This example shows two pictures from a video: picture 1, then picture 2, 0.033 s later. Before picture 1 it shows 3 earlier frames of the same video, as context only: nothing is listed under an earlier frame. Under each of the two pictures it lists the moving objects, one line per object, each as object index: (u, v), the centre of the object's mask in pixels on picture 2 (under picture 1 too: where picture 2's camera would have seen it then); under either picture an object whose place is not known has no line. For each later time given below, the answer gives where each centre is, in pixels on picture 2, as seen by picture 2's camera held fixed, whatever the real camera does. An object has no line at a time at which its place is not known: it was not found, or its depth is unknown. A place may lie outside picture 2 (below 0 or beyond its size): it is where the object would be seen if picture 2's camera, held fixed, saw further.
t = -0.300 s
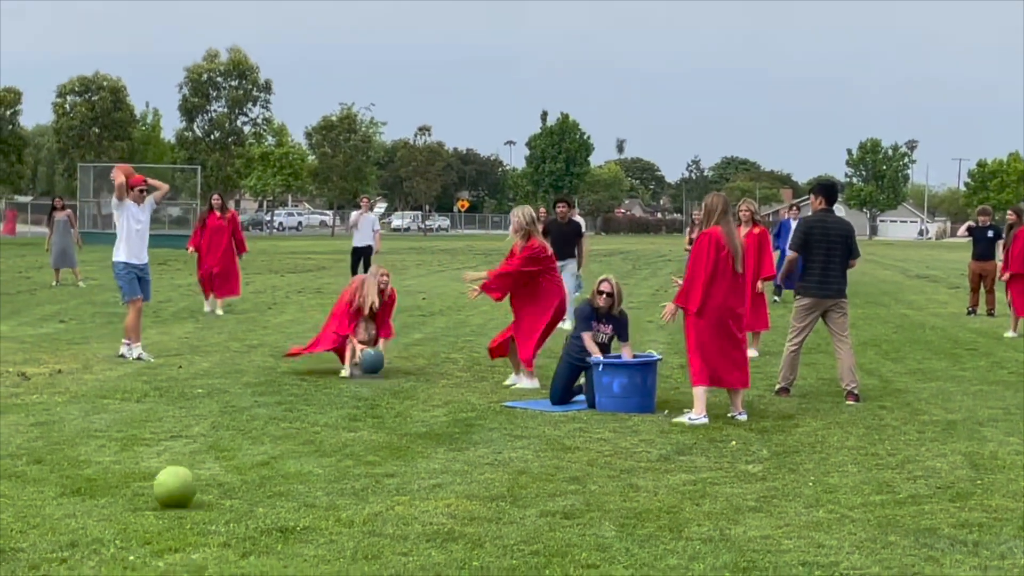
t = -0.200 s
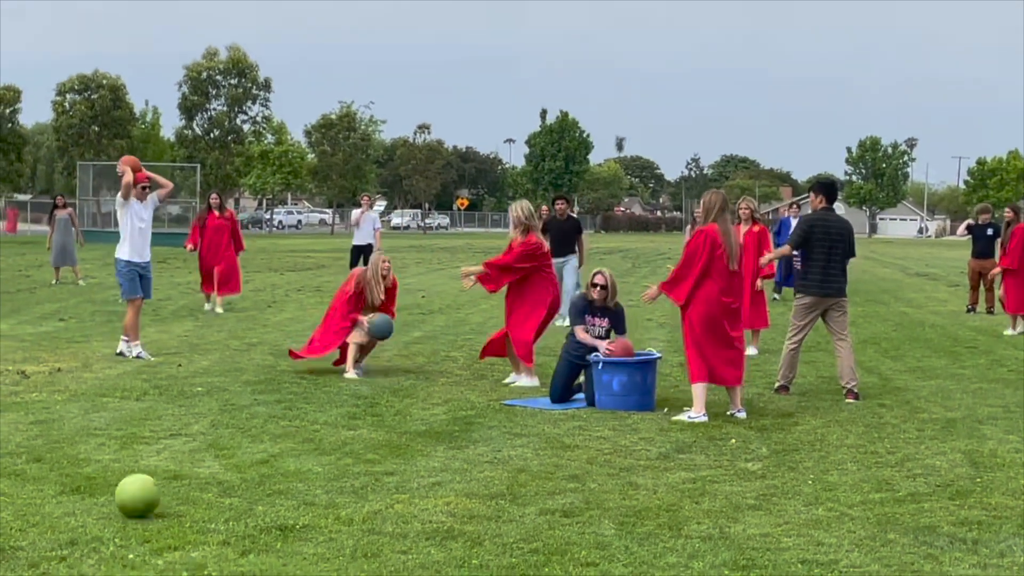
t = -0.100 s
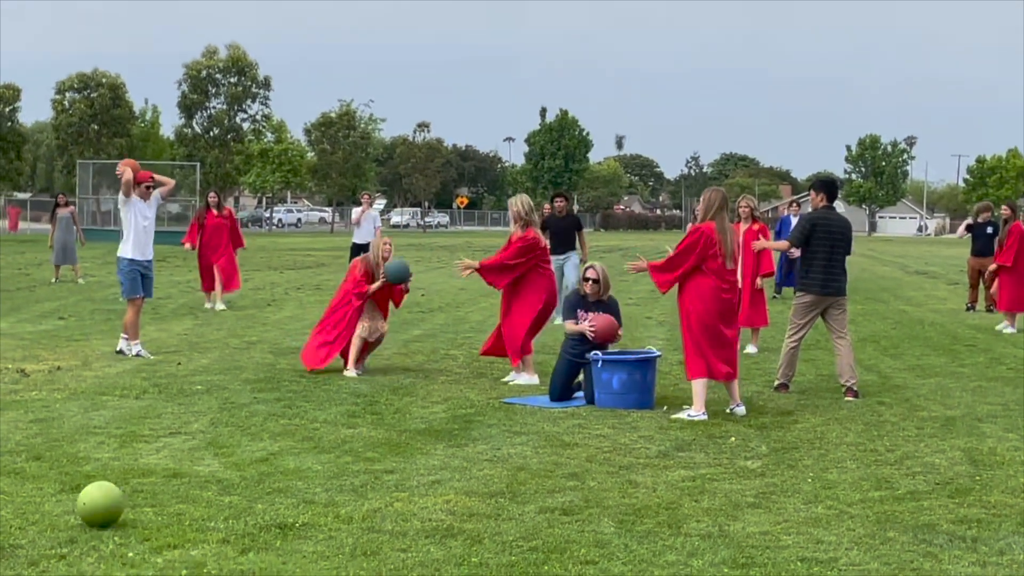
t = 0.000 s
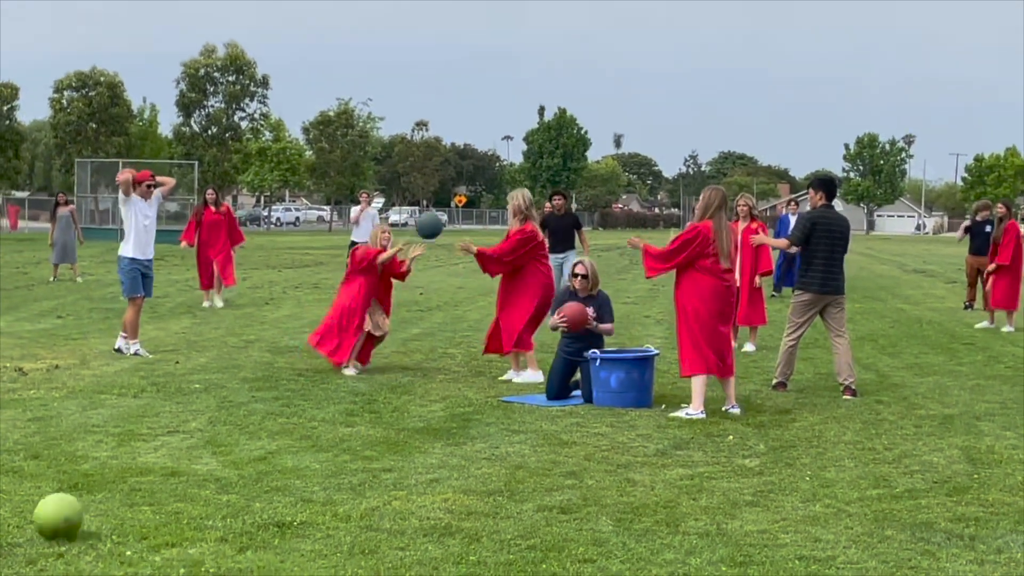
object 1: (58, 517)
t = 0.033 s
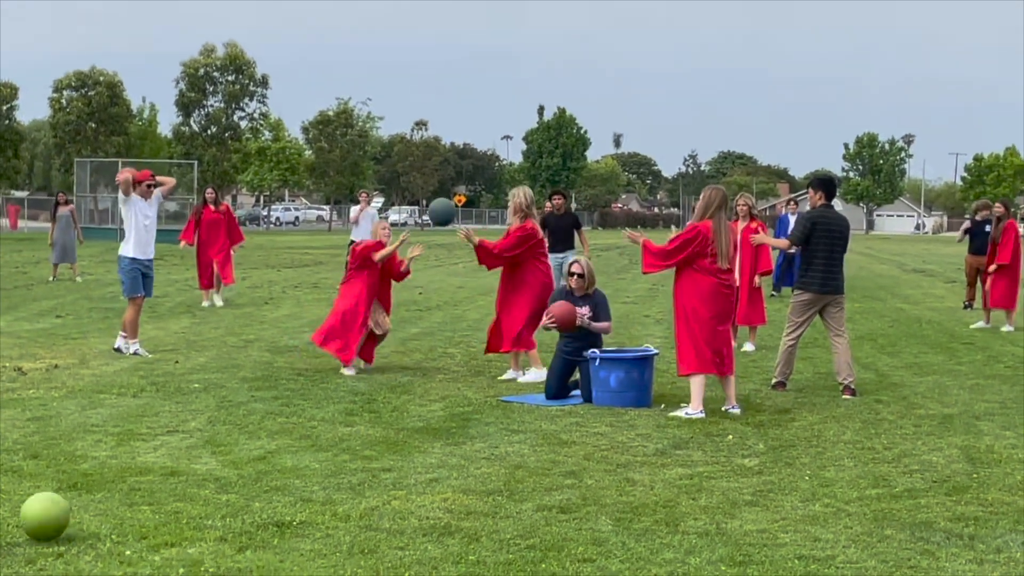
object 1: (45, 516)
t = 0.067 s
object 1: (31, 518)
